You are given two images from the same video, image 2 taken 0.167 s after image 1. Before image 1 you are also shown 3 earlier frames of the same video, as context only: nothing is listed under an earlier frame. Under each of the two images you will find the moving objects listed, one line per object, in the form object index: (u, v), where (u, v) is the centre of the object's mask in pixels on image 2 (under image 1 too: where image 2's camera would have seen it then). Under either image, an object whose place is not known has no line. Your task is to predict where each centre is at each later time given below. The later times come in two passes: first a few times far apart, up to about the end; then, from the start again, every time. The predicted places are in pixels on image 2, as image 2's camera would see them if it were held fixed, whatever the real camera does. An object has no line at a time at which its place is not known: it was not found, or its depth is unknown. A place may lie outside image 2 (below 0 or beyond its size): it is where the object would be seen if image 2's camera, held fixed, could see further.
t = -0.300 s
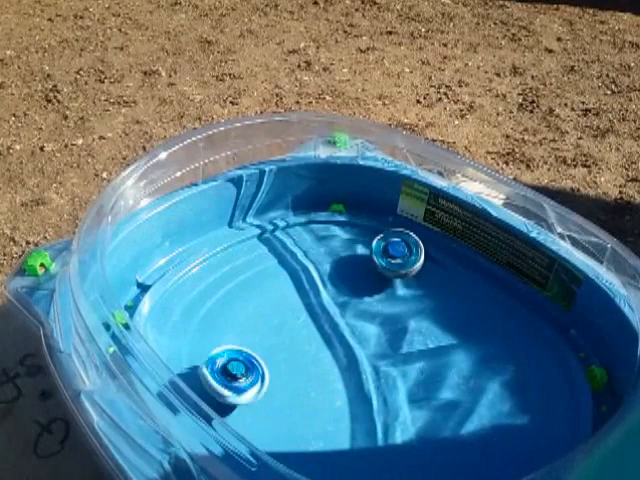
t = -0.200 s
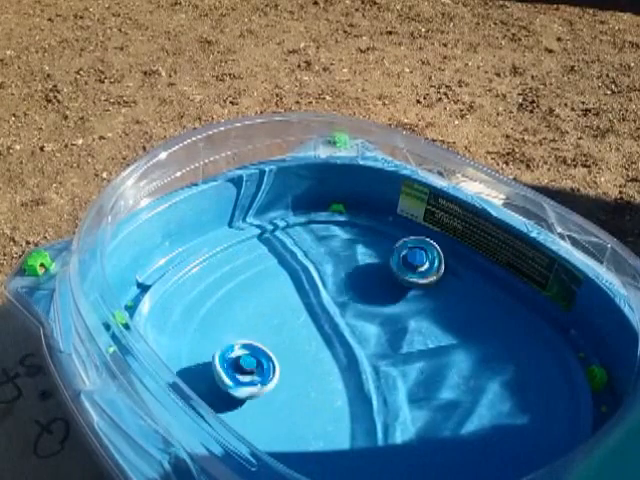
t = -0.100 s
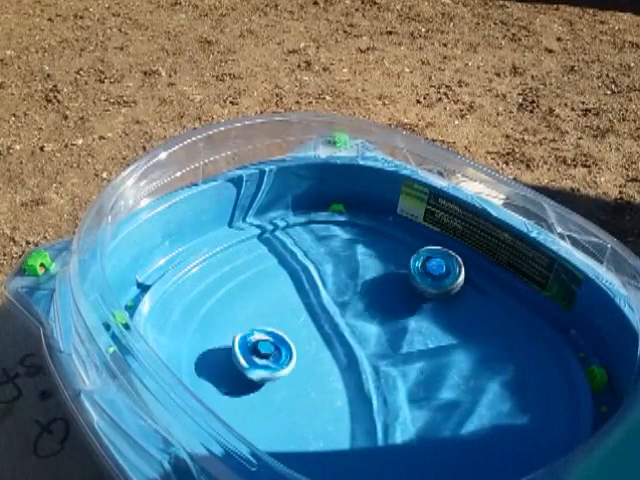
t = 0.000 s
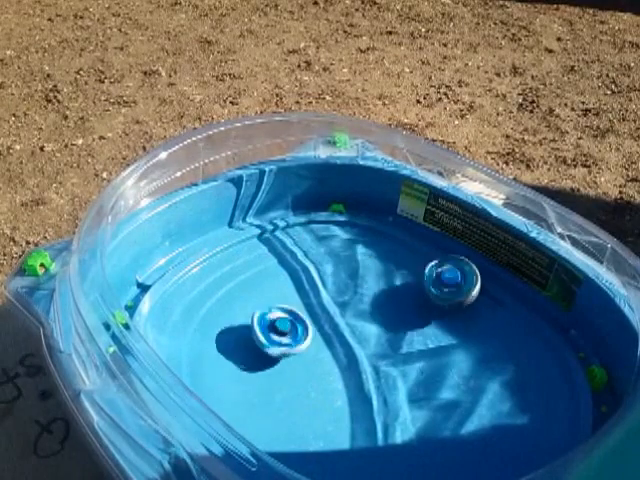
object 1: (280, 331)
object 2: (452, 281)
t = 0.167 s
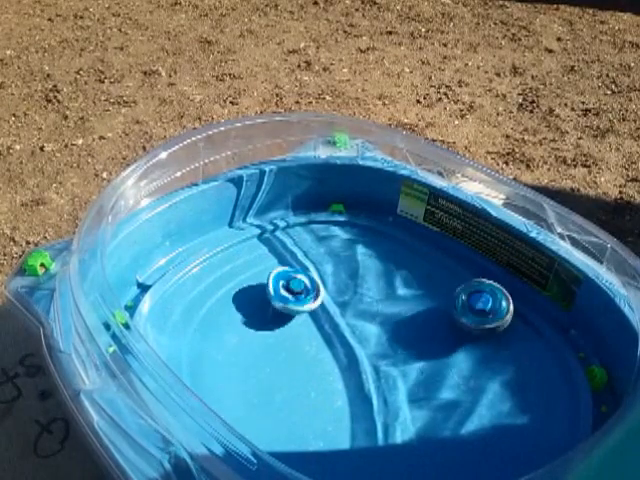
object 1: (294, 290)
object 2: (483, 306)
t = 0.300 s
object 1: (291, 266)
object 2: (503, 328)
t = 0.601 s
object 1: (302, 270)
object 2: (521, 374)
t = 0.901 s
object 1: (393, 306)
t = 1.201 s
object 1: (480, 288)
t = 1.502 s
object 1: (507, 322)
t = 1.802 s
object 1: (503, 356)
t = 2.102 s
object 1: (477, 402)
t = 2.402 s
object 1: (400, 430)
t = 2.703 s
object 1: (348, 455)
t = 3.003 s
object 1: (334, 431)
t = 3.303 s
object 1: (274, 363)
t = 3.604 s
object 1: (254, 347)
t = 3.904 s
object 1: (311, 327)
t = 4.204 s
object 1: (354, 288)
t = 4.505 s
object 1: (364, 286)
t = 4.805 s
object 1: (415, 333)
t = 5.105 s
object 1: (474, 345)
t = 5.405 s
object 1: (441, 361)
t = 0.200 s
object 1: (295, 282)
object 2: (489, 312)
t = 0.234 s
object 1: (292, 275)
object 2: (495, 318)
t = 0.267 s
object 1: (291, 270)
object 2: (499, 323)
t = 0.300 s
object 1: (291, 266)
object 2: (503, 328)
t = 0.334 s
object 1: (288, 264)
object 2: (507, 334)
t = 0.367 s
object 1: (290, 264)
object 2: (511, 338)
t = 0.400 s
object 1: (291, 262)
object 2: (512, 342)
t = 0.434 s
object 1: (292, 263)
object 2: (513, 347)
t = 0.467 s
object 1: (294, 263)
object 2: (515, 354)
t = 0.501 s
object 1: (296, 264)
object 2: (519, 360)
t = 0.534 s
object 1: (297, 266)
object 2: (520, 365)
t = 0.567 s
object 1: (299, 268)
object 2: (521, 370)
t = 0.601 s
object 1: (302, 270)
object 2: (521, 374)
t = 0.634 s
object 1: (304, 274)
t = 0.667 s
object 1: (310, 279)
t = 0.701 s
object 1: (317, 284)
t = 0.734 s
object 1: (326, 291)
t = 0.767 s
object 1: (338, 296)
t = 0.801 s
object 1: (352, 300)
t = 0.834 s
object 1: (366, 304)
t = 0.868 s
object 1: (381, 306)
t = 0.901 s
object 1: (393, 306)
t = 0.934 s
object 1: (406, 308)
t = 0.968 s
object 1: (420, 306)
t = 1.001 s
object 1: (429, 304)
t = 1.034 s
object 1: (442, 301)
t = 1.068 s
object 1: (449, 297)
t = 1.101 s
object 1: (458, 293)
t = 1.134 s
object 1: (465, 290)
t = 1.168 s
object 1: (473, 289)
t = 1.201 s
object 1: (480, 288)
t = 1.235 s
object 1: (487, 289)
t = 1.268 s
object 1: (492, 289)
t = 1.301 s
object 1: (494, 294)
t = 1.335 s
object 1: (496, 298)
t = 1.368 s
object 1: (493, 303)
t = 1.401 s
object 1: (498, 309)
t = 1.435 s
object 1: (500, 315)
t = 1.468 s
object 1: (505, 320)
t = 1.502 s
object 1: (507, 322)
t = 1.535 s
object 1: (509, 326)
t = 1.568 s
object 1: (513, 329)
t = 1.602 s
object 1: (514, 334)
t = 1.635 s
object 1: (518, 338)
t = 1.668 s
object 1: (517, 341)
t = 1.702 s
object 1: (516, 343)
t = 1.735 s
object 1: (510, 344)
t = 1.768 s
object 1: (508, 348)
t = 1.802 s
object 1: (503, 356)
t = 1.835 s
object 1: (503, 367)
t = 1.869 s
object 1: (498, 377)
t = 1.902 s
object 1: (498, 382)
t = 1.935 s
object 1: (493, 389)
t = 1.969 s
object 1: (492, 394)
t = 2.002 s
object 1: (486, 396)
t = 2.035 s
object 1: (485, 398)
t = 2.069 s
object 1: (479, 401)
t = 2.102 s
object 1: (477, 402)
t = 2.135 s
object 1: (470, 405)
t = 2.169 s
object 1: (465, 406)
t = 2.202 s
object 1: (456, 408)
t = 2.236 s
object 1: (446, 412)
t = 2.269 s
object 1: (435, 417)
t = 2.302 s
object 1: (426, 420)
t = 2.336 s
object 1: (419, 424)
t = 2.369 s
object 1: (406, 427)
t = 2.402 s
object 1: (400, 430)
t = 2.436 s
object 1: (387, 431)
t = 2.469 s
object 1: (381, 436)
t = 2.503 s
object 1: (372, 439)
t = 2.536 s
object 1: (368, 441)
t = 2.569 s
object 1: (363, 445)
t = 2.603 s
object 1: (355, 449)
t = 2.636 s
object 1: (354, 452)
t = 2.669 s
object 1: (350, 455)
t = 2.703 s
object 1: (348, 455)
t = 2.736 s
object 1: (348, 456)
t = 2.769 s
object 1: (344, 456)
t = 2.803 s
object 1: (346, 455)
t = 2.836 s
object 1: (342, 455)
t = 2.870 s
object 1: (341, 451)
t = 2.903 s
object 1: (343, 448)
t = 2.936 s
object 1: (337, 444)
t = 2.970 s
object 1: (334, 437)
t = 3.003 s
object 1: (334, 431)
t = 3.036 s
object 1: (329, 424)
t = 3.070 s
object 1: (323, 417)
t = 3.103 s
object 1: (320, 409)
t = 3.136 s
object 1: (314, 402)
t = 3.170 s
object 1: (305, 392)
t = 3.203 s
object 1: (299, 383)
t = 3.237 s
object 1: (292, 376)
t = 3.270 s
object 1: (283, 369)
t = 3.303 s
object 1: (274, 363)
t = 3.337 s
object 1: (270, 359)
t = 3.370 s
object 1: (264, 356)
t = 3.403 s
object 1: (258, 352)
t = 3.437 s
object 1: (257, 350)
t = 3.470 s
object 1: (254, 348)
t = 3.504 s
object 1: (252, 347)
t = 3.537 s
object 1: (251, 347)
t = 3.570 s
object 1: (253, 347)
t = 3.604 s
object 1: (254, 347)
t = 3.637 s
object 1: (256, 346)
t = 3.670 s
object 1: (263, 345)
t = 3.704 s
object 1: (268, 345)
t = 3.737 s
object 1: (272, 343)
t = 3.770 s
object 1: (279, 340)
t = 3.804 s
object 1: (288, 338)
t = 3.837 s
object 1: (296, 335)
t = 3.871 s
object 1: (302, 332)
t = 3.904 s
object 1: (311, 327)
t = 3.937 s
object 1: (319, 323)
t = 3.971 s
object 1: (325, 319)
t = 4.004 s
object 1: (330, 314)
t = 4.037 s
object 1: (334, 309)
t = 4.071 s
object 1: (340, 304)
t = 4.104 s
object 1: (345, 300)
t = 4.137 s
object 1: (348, 297)
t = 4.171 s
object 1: (351, 291)
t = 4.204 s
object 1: (354, 288)
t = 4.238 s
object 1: (356, 285)
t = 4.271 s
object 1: (358, 284)
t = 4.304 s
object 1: (358, 282)
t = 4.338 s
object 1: (358, 280)
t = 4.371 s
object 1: (360, 280)
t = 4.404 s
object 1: (360, 281)
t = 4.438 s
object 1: (360, 282)
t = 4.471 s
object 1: (360, 285)
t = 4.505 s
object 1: (364, 286)
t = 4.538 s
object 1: (366, 290)
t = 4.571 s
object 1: (368, 295)
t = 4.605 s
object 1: (372, 301)
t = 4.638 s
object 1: (378, 305)
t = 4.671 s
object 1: (386, 312)
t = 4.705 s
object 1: (392, 317)
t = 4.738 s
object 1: (398, 323)
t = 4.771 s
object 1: (405, 328)
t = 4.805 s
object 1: (415, 333)
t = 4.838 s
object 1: (425, 338)
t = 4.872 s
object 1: (433, 340)
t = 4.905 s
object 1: (440, 342)
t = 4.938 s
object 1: (448, 343)
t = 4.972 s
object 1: (457, 345)
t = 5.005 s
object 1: (464, 346)
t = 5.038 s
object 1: (469, 347)
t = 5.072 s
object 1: (473, 347)
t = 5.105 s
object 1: (474, 345)
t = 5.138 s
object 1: (474, 344)
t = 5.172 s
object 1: (473, 342)
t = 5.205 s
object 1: (472, 342)
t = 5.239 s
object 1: (470, 343)
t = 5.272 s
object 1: (464, 345)
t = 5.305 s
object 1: (460, 348)
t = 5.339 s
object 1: (453, 351)
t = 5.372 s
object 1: (447, 356)
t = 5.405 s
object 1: (441, 361)
